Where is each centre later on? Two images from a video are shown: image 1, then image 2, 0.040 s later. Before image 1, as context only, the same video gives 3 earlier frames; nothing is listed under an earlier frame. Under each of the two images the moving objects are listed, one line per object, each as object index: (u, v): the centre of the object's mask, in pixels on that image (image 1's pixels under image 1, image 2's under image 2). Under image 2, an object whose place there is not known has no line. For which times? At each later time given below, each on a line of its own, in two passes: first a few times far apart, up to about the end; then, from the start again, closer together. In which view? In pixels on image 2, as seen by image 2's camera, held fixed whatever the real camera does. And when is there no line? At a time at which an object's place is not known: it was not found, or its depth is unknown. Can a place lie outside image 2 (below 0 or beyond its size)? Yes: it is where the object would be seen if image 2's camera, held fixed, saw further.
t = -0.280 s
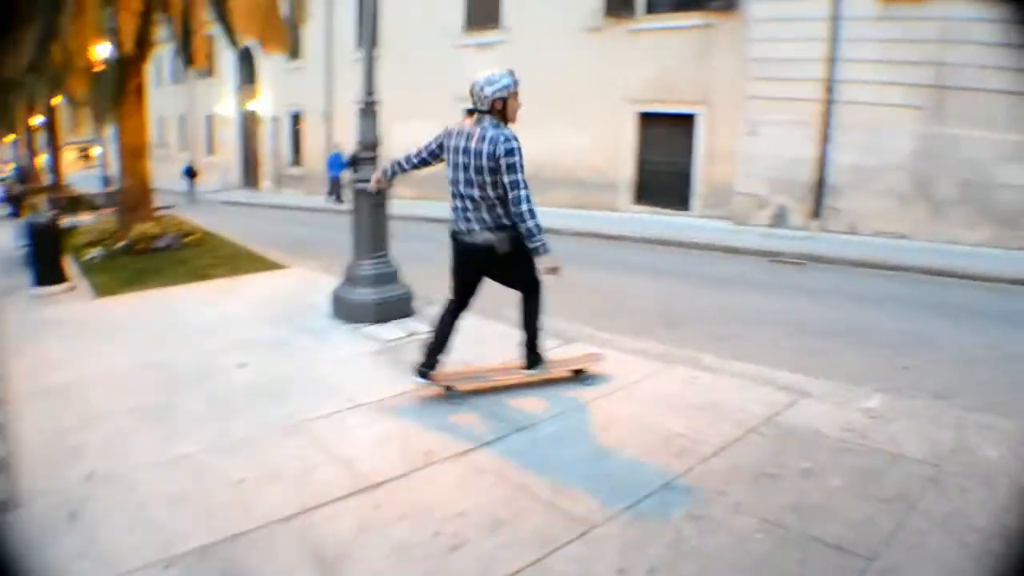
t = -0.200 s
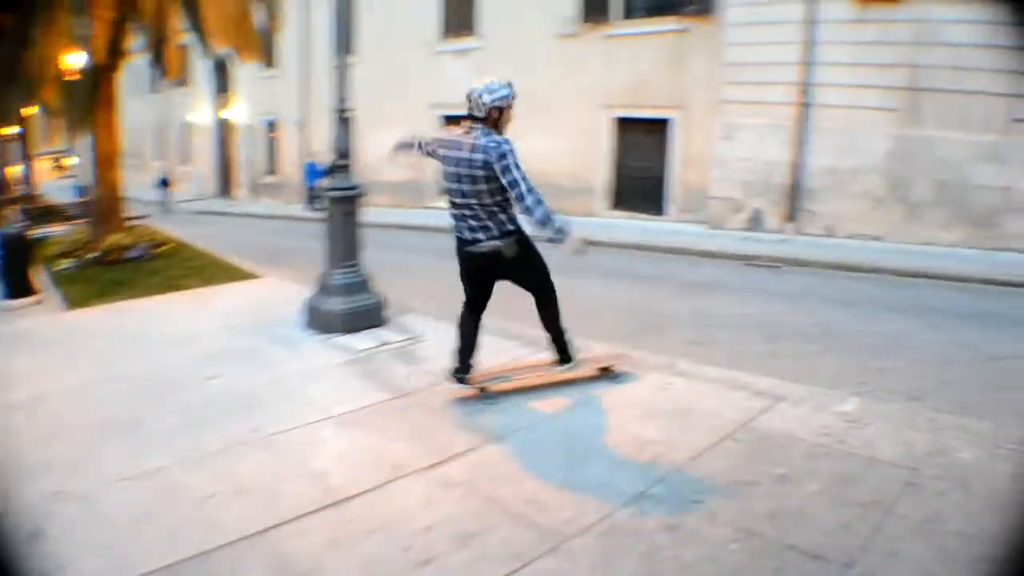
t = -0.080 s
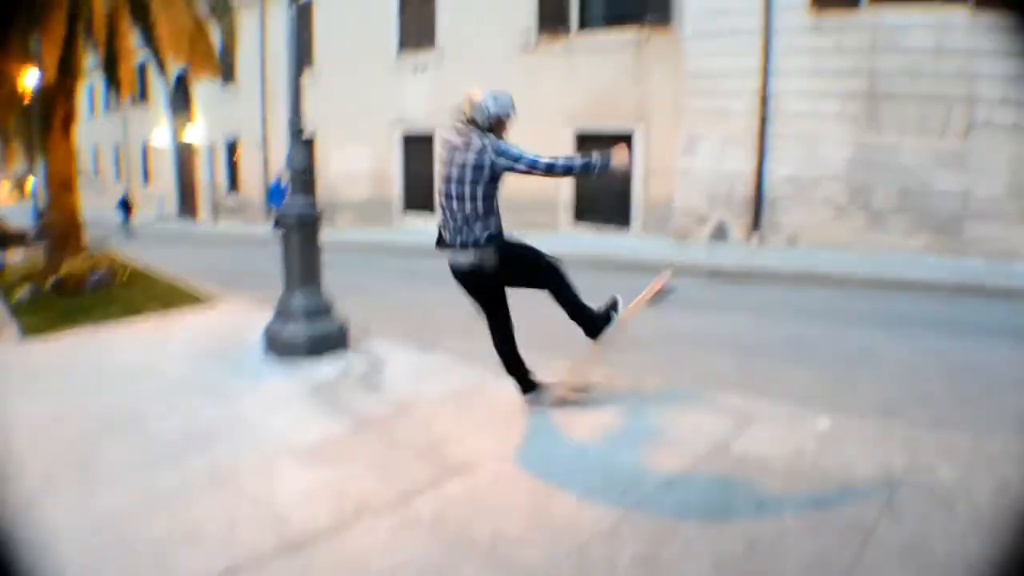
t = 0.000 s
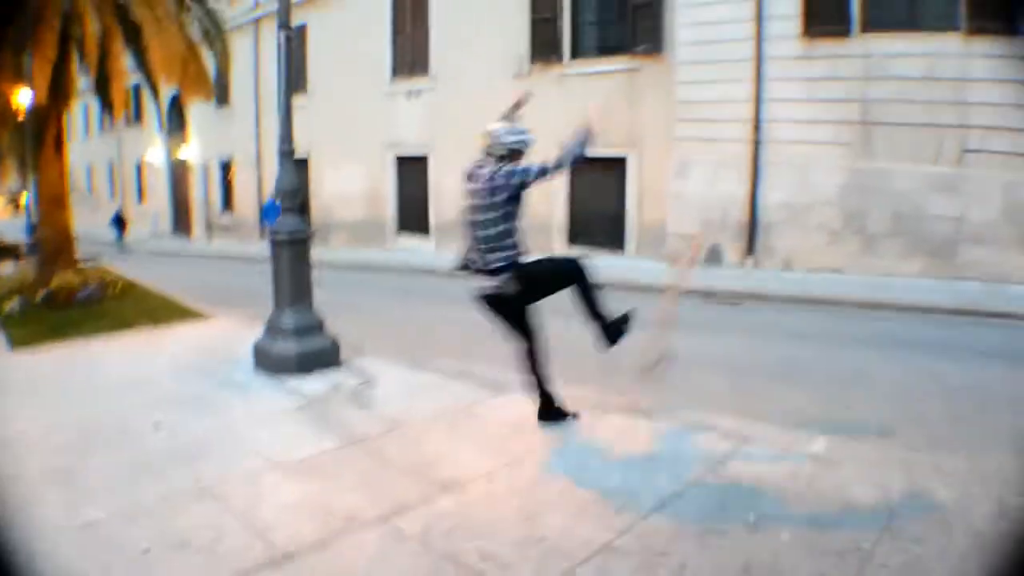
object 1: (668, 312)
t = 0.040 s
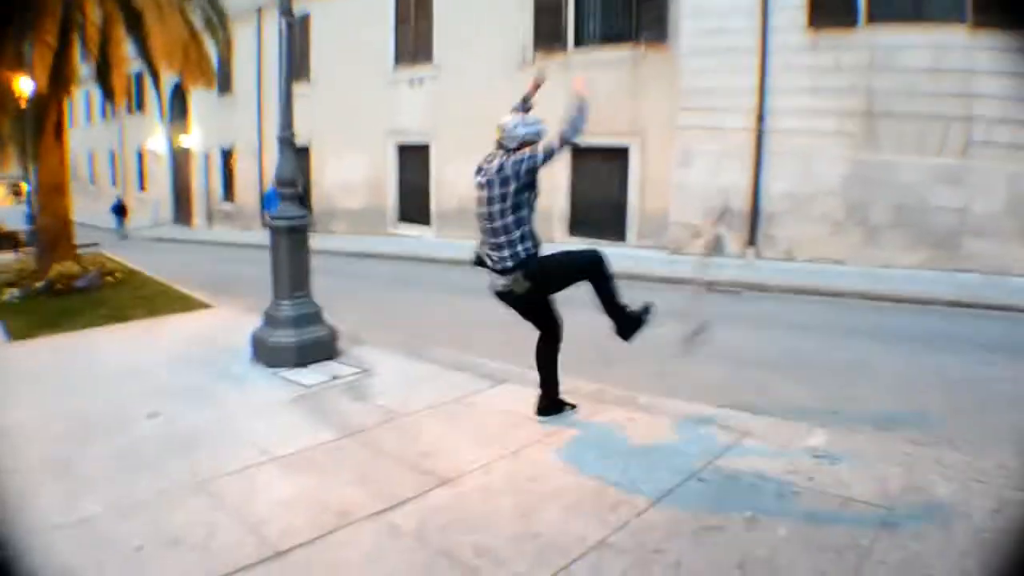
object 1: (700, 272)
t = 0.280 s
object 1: (846, 212)
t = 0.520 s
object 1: (958, 245)
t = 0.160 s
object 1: (783, 229)
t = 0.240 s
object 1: (826, 215)
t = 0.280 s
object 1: (846, 212)
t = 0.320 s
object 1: (866, 214)
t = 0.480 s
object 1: (940, 239)
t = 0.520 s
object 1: (958, 245)
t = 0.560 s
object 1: (978, 253)
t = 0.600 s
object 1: (989, 263)
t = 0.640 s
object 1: (1000, 279)
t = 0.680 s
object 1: (1010, 289)
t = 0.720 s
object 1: (1021, 289)
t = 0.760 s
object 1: (1029, 294)
